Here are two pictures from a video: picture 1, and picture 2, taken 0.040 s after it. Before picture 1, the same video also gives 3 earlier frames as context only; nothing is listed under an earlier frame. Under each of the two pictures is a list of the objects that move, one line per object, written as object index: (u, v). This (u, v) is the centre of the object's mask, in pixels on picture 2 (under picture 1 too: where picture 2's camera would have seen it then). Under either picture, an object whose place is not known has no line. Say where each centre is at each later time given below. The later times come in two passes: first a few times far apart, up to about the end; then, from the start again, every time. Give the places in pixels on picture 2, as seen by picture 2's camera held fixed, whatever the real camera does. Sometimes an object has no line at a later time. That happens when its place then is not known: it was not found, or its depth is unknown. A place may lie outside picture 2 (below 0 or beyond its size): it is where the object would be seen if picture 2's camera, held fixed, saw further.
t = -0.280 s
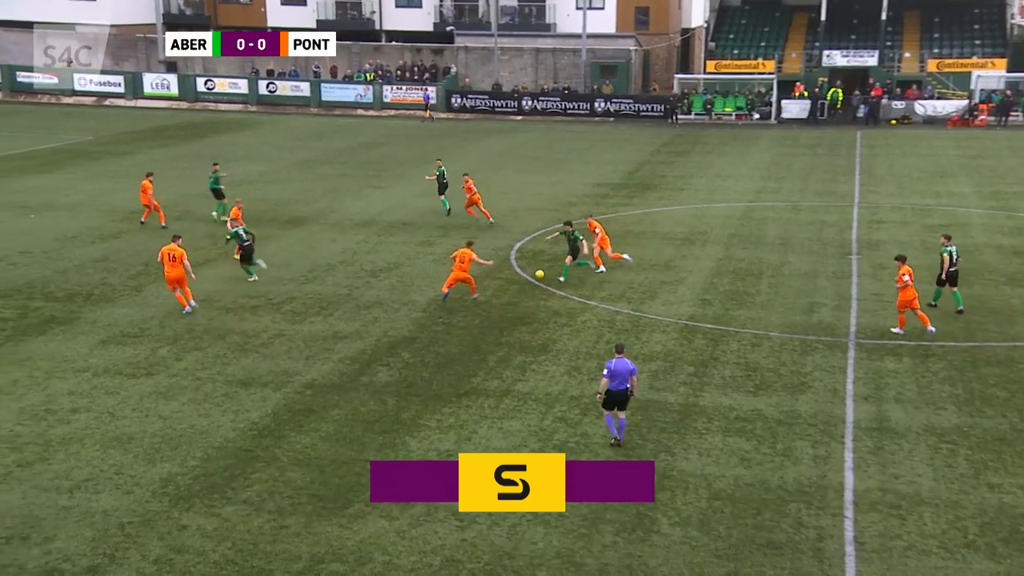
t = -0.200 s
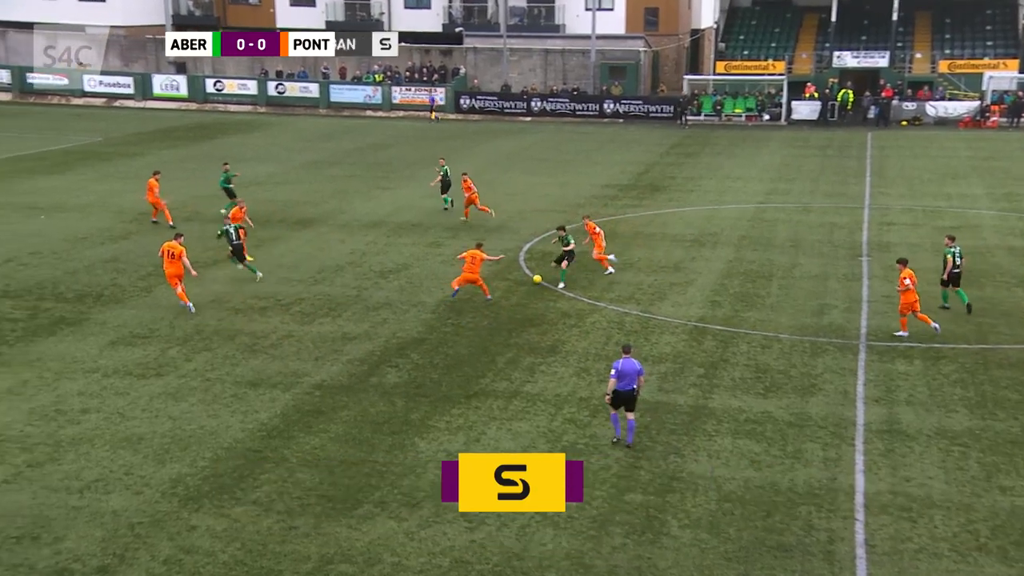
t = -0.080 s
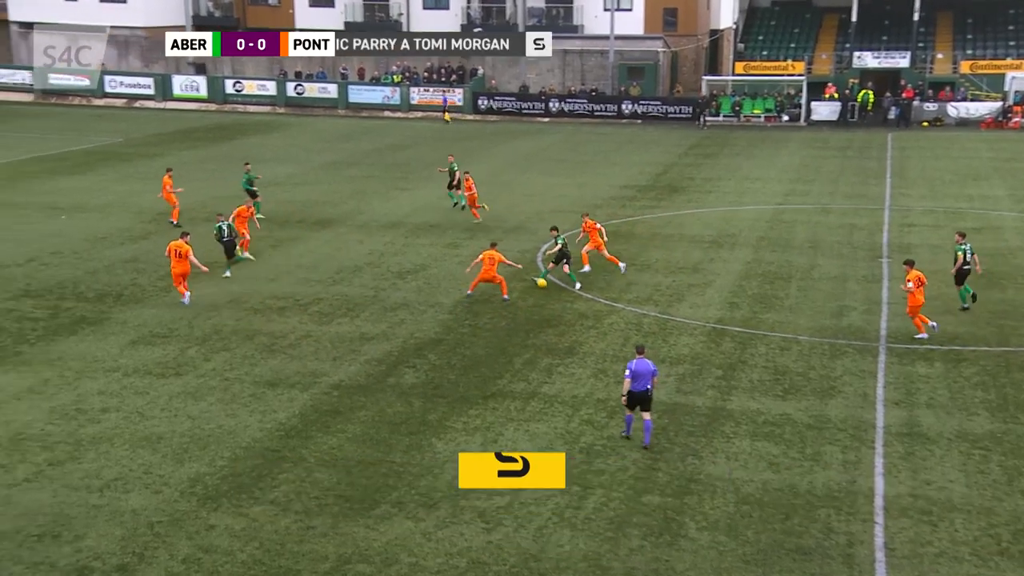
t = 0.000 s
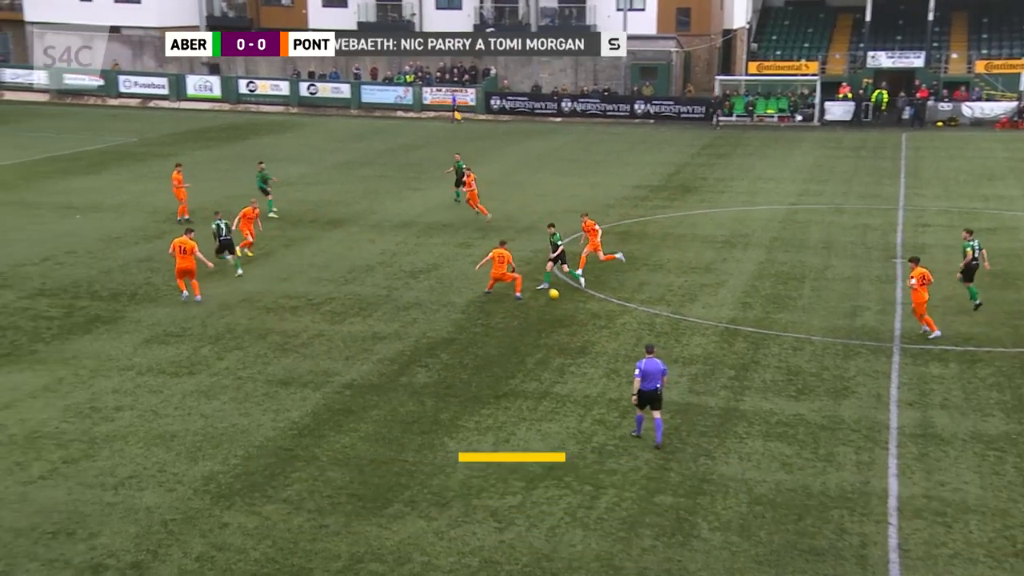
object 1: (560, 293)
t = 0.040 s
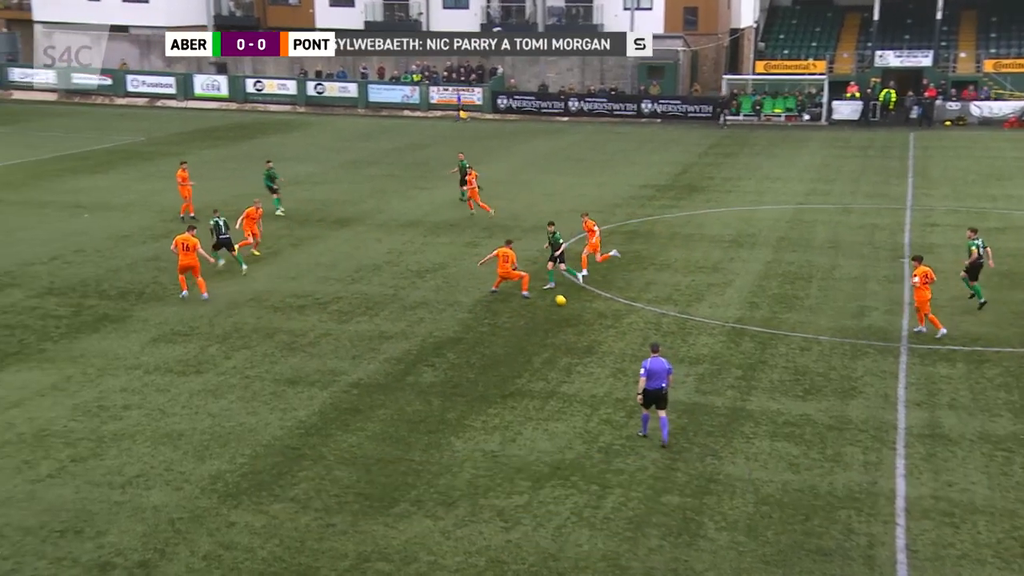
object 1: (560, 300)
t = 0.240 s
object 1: (562, 329)
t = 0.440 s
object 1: (565, 358)
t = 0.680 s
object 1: (567, 397)
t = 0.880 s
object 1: (567, 429)
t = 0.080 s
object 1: (560, 305)
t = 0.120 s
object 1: (561, 310)
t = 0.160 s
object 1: (561, 315)
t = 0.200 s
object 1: (562, 322)
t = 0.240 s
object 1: (562, 329)
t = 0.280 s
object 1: (562, 334)
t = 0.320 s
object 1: (563, 339)
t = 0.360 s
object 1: (563, 346)
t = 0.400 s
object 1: (564, 352)
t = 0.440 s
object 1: (565, 358)
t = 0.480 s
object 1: (565, 364)
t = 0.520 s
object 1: (566, 371)
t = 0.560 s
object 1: (566, 377)
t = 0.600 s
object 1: (566, 384)
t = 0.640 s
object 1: (567, 391)
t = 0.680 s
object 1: (567, 397)
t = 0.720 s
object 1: (567, 403)
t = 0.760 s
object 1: (567, 409)
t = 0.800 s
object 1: (567, 417)
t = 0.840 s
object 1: (567, 424)
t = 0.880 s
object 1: (567, 429)
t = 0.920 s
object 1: (567, 436)
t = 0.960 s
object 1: (566, 443)
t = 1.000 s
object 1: (566, 452)
